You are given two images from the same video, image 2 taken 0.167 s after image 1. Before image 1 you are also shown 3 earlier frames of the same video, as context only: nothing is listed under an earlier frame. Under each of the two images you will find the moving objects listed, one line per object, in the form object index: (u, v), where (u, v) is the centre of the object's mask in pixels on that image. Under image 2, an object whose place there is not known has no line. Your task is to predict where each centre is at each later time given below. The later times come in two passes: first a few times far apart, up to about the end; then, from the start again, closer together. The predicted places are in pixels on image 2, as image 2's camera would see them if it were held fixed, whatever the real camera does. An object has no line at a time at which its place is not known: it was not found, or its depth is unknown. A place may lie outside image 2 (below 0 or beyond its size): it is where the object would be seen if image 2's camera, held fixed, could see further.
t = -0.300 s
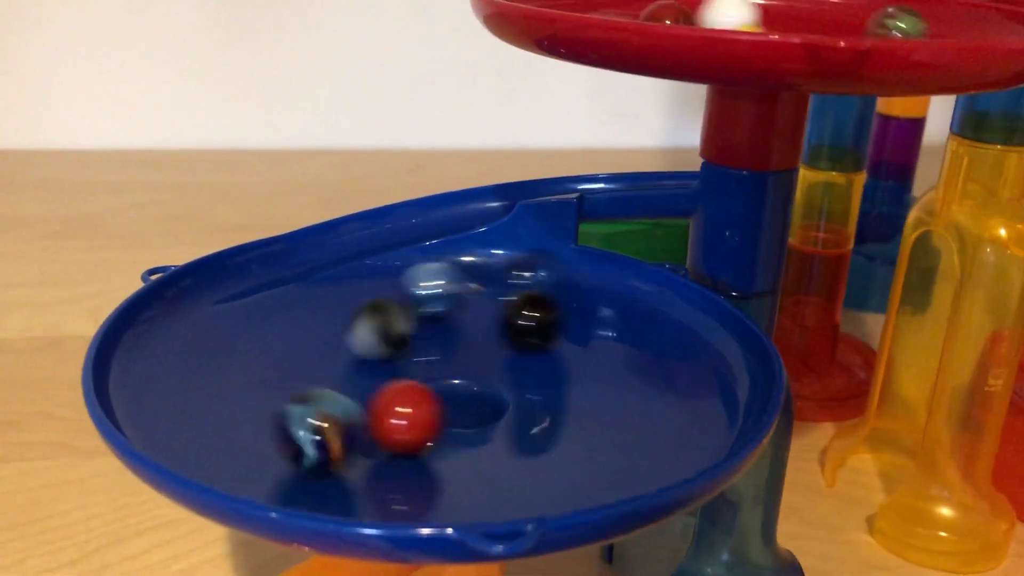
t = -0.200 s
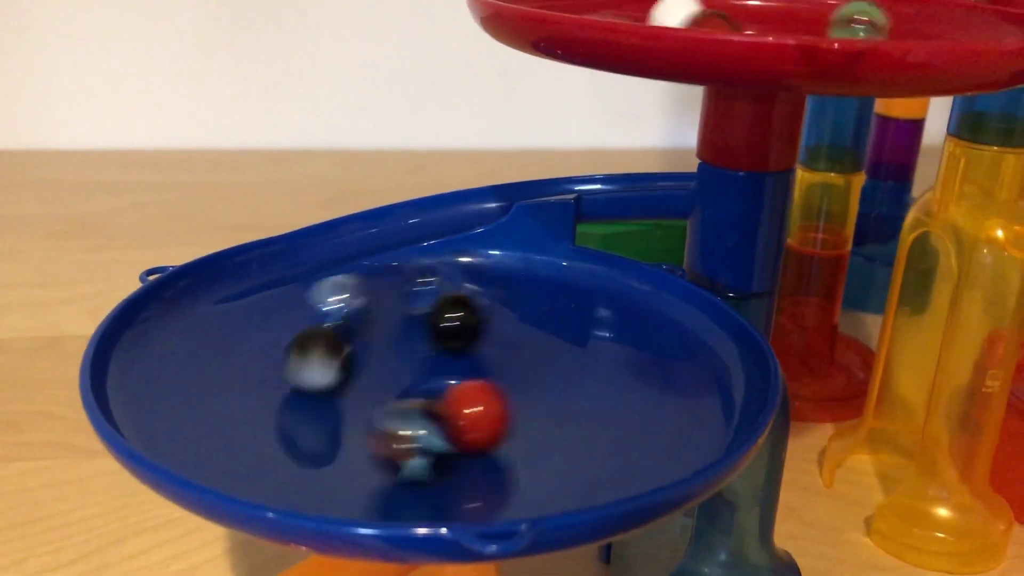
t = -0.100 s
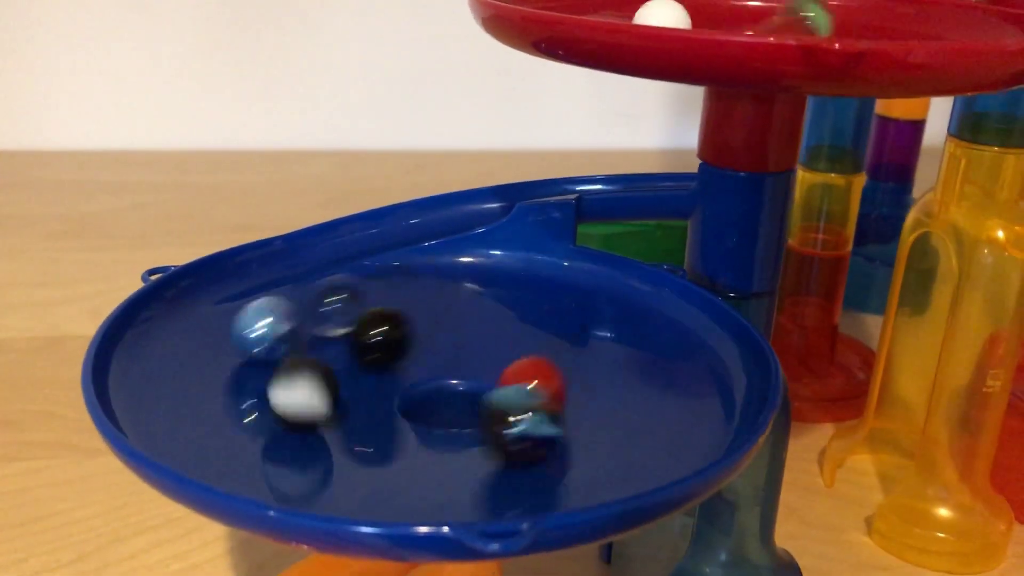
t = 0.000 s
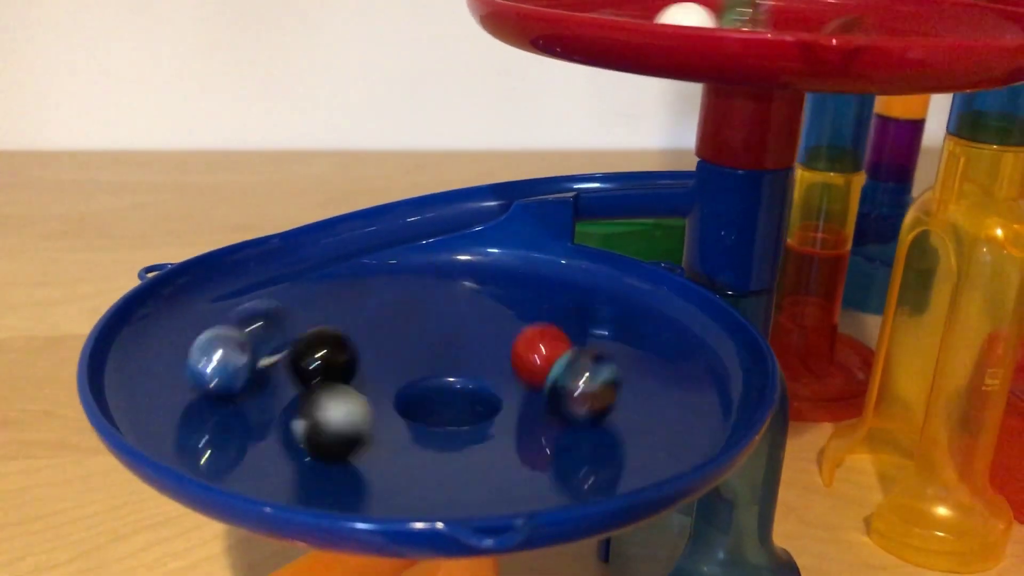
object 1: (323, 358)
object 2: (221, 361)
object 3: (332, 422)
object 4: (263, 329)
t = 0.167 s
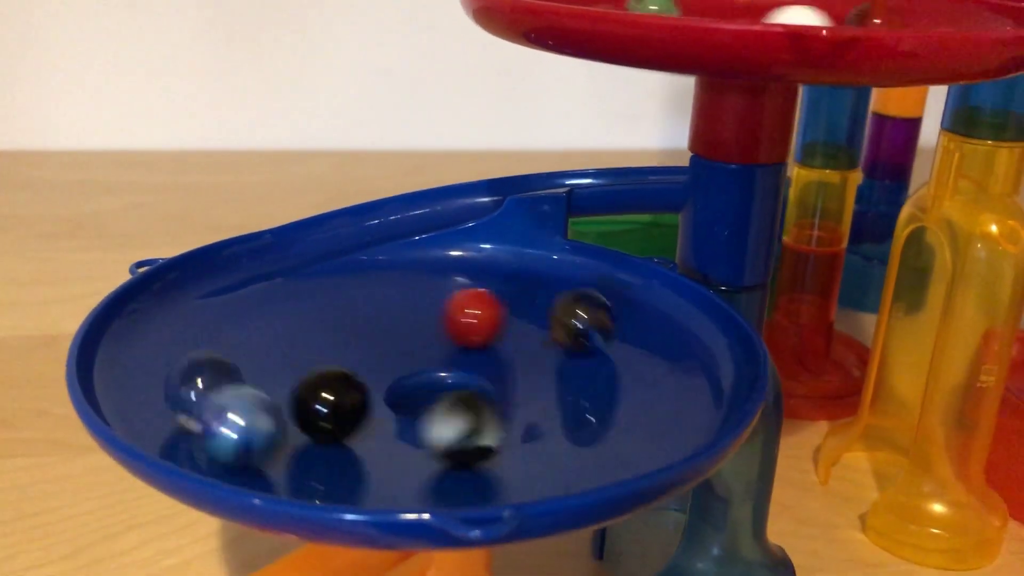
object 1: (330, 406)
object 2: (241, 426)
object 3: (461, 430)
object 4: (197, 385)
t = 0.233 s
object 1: (374, 416)
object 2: (295, 451)
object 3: (519, 413)
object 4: (225, 416)
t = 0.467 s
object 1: (543, 374)
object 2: (558, 444)
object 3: (558, 326)
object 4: (464, 448)
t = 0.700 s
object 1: (500, 316)
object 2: (659, 340)
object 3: (419, 303)
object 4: (608, 366)
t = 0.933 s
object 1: (360, 332)
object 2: (554, 277)
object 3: (301, 355)
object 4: (503, 297)
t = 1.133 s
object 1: (347, 377)
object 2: (390, 281)
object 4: (347, 301)
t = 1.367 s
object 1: (510, 390)
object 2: (269, 340)
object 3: (570, 407)
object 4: (231, 375)
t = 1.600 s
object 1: (500, 336)
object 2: (380, 406)
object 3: (566, 338)
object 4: (370, 457)
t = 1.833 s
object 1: (364, 342)
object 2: (590, 377)
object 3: (401, 313)
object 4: (597, 425)
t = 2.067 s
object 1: (374, 395)
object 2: (577, 309)
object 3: (293, 362)
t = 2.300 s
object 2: (414, 280)
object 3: (438, 407)
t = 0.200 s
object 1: (350, 411)
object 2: (265, 437)
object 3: (490, 422)
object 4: (208, 401)
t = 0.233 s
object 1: (374, 416)
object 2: (295, 451)
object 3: (519, 413)
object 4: (225, 416)
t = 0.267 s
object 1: (403, 419)
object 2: (324, 457)
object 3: (538, 406)
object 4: (248, 428)
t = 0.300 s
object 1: (433, 416)
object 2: (368, 463)
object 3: (555, 393)
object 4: (276, 439)
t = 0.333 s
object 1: (463, 413)
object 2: (407, 464)
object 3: (566, 379)
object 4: (310, 449)
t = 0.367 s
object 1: (490, 405)
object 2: (450, 463)
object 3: (572, 370)
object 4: (348, 451)
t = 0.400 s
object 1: (512, 396)
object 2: (491, 460)
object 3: (572, 355)
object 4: (379, 452)
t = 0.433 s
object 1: (530, 386)
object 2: (526, 453)
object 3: (567, 341)
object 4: (425, 452)
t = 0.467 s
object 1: (543, 374)
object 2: (558, 444)
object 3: (558, 326)
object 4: (464, 448)
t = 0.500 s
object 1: (551, 367)
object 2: (587, 433)
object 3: (546, 319)
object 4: (500, 443)
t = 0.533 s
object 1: (554, 355)
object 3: (527, 313)
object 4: (537, 434)
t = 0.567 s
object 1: (550, 342)
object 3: (507, 307)
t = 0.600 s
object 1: (543, 333)
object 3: (485, 306)
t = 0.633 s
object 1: (532, 326)
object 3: (466, 305)
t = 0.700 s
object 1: (500, 316)
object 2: (659, 340)
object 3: (419, 303)
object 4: (608, 366)
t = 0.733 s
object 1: (481, 311)
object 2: (652, 326)
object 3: (394, 307)
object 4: (606, 352)
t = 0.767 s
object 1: (461, 311)
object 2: (643, 315)
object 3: (374, 313)
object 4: (598, 341)
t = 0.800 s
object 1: (439, 313)
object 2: (631, 303)
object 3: (353, 318)
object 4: (587, 329)
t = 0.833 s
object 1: (419, 314)
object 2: (615, 295)
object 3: (334, 324)
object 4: (570, 319)
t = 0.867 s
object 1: (396, 318)
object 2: (596, 287)
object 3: (317, 334)
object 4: (551, 311)
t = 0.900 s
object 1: (376, 325)
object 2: (577, 281)
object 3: (304, 346)
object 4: (527, 304)
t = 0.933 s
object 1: (360, 332)
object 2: (554, 277)
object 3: (301, 355)
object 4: (503, 297)
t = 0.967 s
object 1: (348, 339)
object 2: (527, 273)
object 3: (301, 367)
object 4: (479, 294)
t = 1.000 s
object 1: (340, 344)
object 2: (500, 272)
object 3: (305, 379)
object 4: (454, 294)
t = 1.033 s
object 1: (335, 349)
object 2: (474, 271)
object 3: (313, 389)
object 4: (426, 292)
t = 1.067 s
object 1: (332, 355)
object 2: (447, 273)
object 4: (396, 293)
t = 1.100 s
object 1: (333, 371)
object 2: (419, 278)
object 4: (372, 296)
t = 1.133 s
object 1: (347, 377)
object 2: (390, 281)
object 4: (347, 301)
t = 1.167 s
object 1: (365, 391)
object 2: (365, 287)
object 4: (316, 308)
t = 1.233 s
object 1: (418, 402)
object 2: (318, 302)
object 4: (274, 326)
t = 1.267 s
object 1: (442, 401)
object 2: (300, 310)
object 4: (256, 337)
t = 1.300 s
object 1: (468, 403)
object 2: (284, 320)
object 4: (244, 349)
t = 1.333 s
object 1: (493, 398)
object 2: (275, 330)
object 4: (235, 362)
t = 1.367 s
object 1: (510, 390)
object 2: (269, 340)
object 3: (570, 407)
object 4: (231, 375)
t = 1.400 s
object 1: (524, 382)
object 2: (268, 352)
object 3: (585, 398)
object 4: (236, 391)
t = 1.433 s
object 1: (534, 373)
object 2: (270, 361)
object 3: (597, 386)
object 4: (244, 406)
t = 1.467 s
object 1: (537, 364)
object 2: (281, 371)
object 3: (602, 378)
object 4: (263, 417)
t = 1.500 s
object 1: (535, 355)
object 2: (294, 383)
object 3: (599, 365)
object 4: (285, 431)
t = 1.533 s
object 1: (527, 346)
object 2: (317, 391)
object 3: (593, 354)
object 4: (308, 441)
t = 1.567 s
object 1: (515, 340)
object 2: (348, 401)
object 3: (582, 346)
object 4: (337, 452)
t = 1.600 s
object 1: (500, 336)
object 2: (380, 406)
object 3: (566, 338)
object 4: (370, 457)
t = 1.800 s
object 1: (377, 338)
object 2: (575, 388)
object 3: (424, 315)
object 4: (573, 438)
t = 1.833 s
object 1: (364, 342)
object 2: (590, 377)
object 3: (401, 313)
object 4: (597, 425)
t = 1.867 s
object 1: (348, 344)
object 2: (605, 365)
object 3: (379, 314)
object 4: (611, 414)
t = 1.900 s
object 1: (332, 348)
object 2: (613, 356)
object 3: (352, 314)
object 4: (618, 403)
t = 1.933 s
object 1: (328, 361)
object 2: (613, 346)
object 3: (326, 320)
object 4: (627, 389)
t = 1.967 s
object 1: (334, 374)
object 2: (610, 336)
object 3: (308, 331)
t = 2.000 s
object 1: (342, 381)
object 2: (603, 326)
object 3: (298, 342)
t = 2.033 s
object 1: (355, 390)
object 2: (592, 317)
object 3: (295, 352)
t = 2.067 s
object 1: (374, 395)
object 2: (577, 309)
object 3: (293, 362)
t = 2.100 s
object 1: (395, 400)
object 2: (560, 301)
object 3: (298, 373)
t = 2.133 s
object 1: (420, 402)
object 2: (542, 294)
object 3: (310, 383)
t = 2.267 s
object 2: (443, 280)
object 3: (403, 410)
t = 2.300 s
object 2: (414, 280)
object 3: (438, 407)
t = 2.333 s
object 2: (387, 280)
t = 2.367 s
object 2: (360, 280)
